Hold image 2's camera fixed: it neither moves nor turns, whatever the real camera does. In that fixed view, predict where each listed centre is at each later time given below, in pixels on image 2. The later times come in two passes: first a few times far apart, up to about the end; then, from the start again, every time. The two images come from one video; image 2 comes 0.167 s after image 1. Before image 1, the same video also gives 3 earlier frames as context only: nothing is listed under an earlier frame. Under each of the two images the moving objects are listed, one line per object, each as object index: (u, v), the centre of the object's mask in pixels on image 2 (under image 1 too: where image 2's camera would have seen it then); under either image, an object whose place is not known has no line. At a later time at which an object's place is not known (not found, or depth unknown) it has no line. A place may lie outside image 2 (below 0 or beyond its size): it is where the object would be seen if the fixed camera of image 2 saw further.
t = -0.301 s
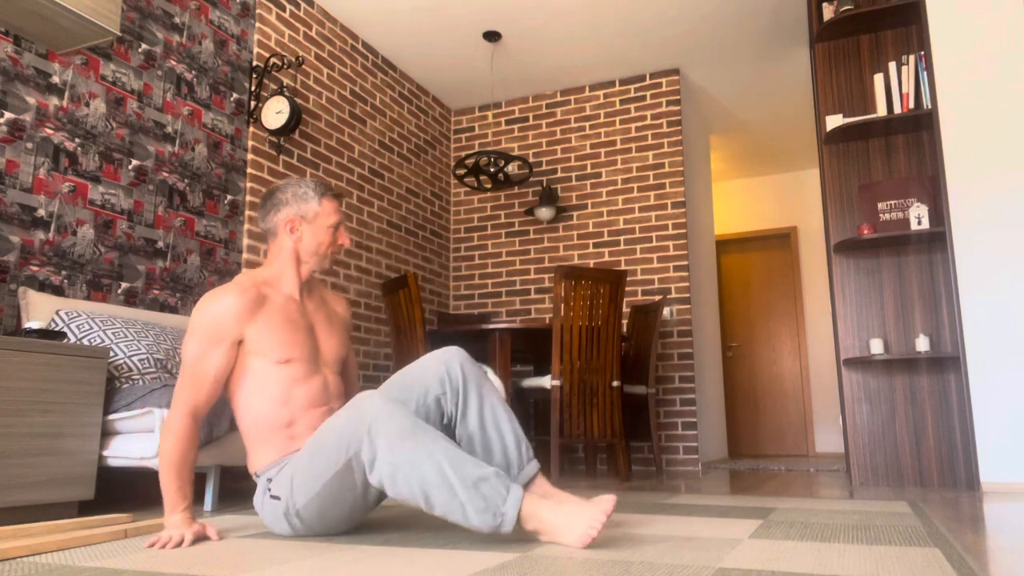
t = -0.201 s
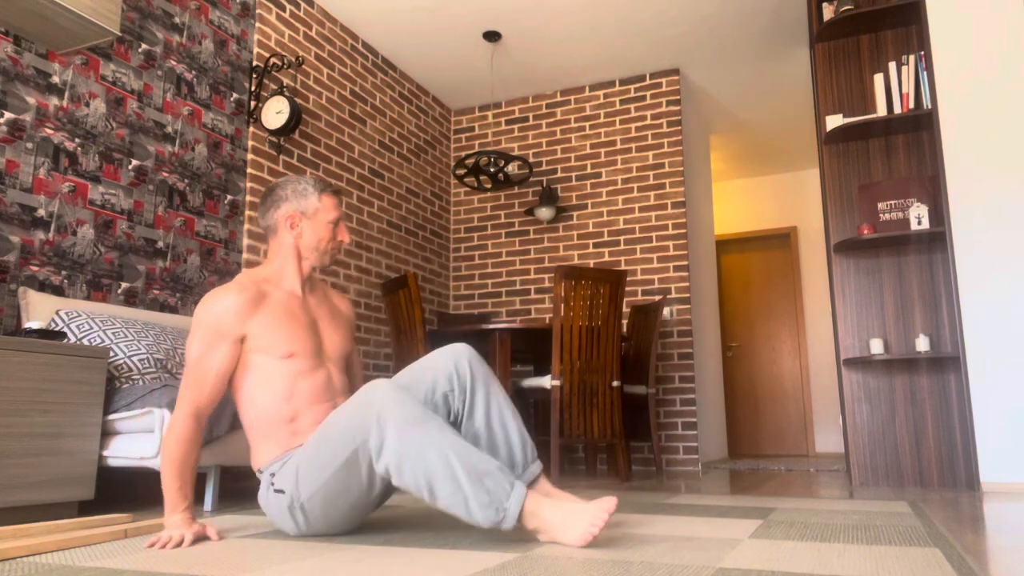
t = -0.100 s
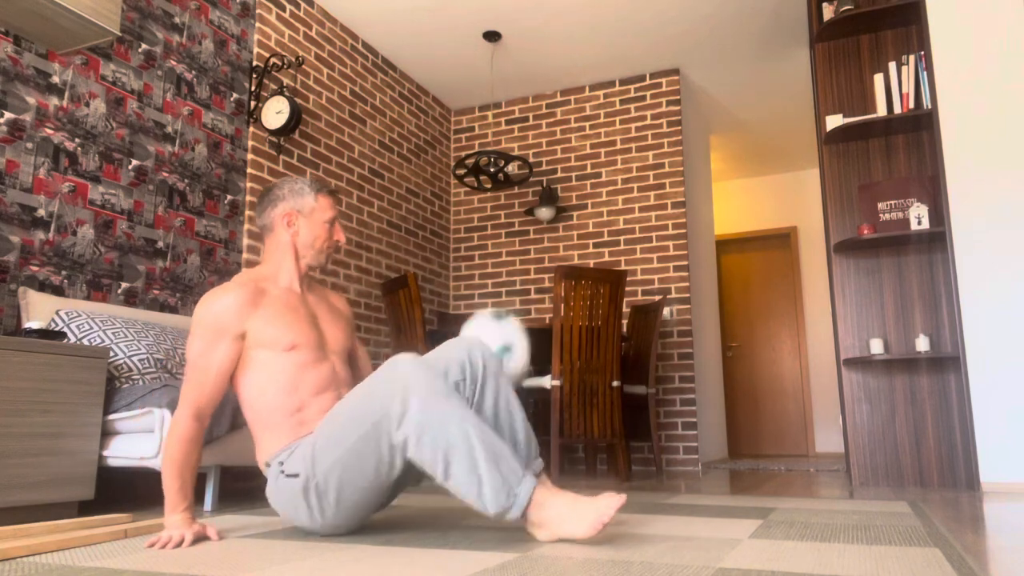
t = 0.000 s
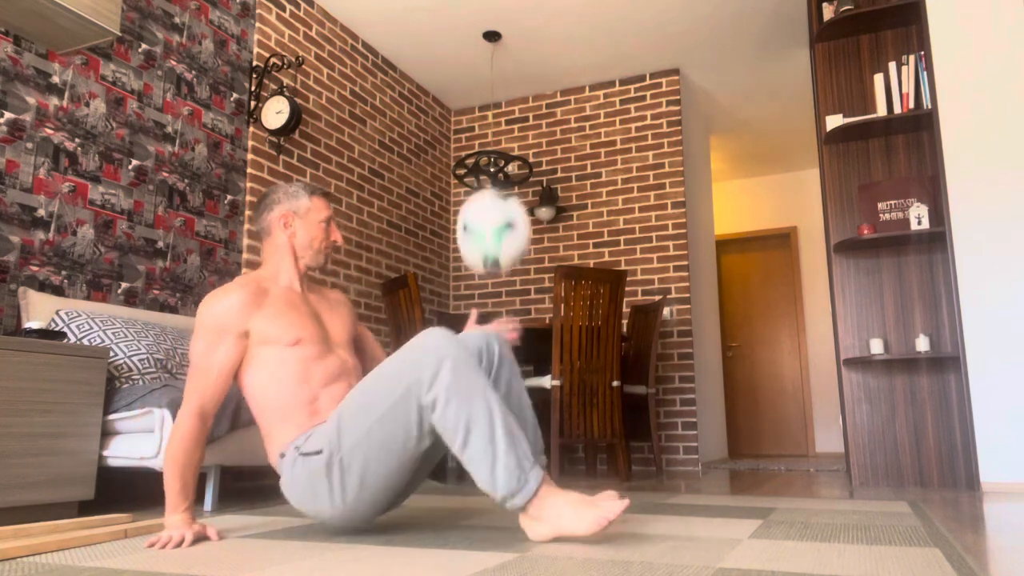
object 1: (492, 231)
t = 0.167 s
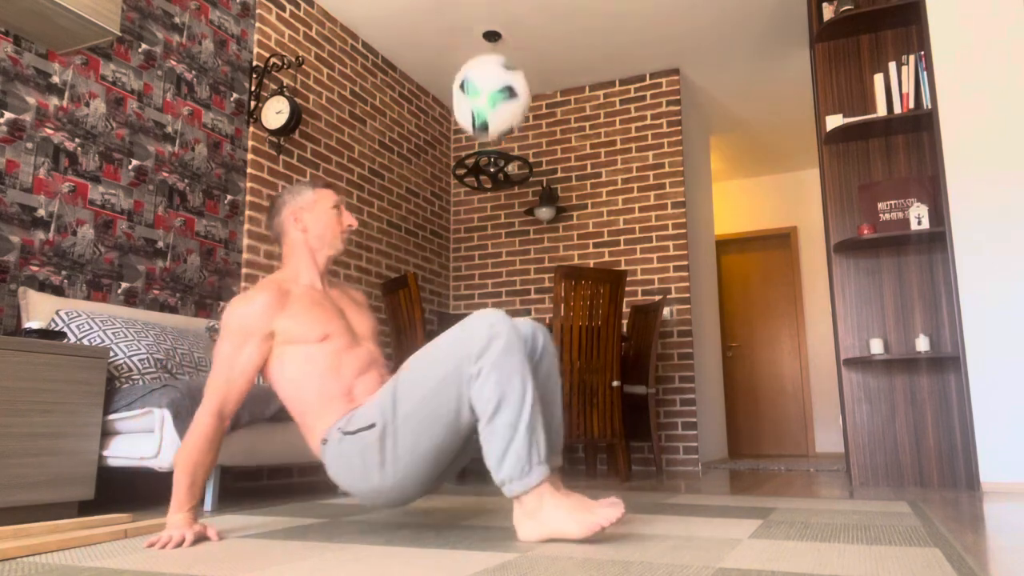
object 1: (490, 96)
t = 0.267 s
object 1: (487, 57)
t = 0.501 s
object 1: (482, 98)
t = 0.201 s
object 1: (489, 79)
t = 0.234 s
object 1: (488, 67)
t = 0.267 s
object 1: (487, 57)
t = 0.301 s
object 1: (487, 52)
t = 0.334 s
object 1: (486, 50)
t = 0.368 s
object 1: (485, 51)
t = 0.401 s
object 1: (484, 56)
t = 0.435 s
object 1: (483, 65)
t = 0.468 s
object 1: (483, 79)
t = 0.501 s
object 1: (482, 98)
